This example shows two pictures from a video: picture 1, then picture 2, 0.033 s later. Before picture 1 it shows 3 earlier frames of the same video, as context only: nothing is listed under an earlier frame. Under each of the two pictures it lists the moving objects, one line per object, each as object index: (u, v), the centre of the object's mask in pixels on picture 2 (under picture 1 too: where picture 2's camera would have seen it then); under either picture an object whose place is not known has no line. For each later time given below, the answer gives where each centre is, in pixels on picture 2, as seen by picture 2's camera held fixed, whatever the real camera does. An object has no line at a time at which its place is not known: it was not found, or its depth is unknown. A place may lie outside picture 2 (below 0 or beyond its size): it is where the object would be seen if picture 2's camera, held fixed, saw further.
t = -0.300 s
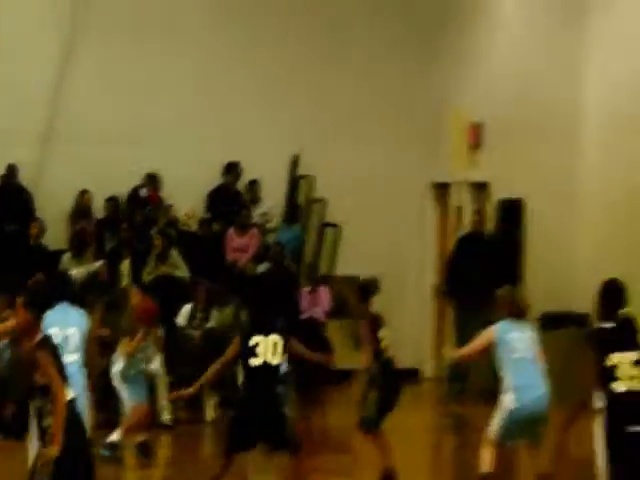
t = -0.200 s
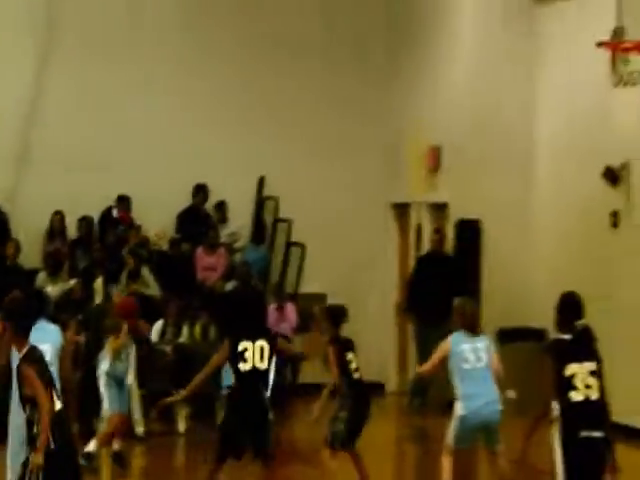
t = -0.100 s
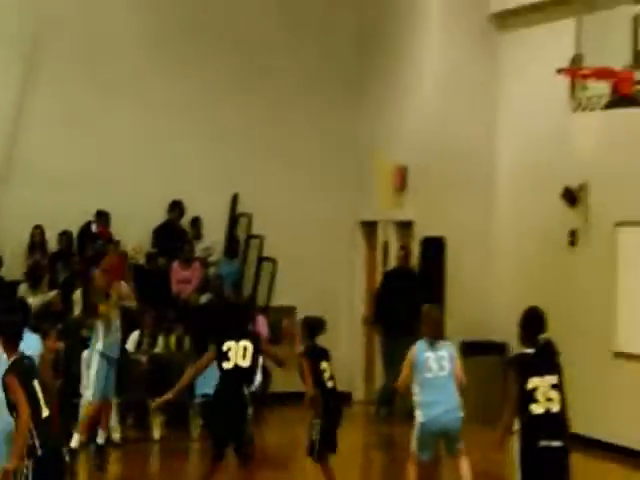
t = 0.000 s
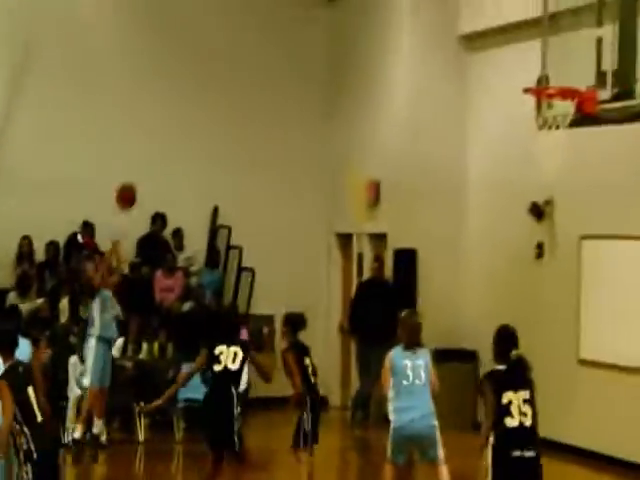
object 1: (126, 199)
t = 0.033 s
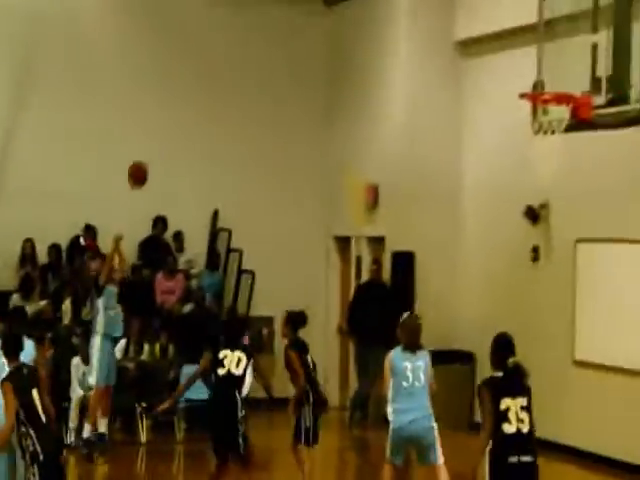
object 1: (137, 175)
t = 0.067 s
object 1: (147, 149)
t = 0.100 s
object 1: (157, 125)
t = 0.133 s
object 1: (168, 104)
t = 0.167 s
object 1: (178, 83)
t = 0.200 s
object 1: (189, 63)
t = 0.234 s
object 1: (200, 44)
